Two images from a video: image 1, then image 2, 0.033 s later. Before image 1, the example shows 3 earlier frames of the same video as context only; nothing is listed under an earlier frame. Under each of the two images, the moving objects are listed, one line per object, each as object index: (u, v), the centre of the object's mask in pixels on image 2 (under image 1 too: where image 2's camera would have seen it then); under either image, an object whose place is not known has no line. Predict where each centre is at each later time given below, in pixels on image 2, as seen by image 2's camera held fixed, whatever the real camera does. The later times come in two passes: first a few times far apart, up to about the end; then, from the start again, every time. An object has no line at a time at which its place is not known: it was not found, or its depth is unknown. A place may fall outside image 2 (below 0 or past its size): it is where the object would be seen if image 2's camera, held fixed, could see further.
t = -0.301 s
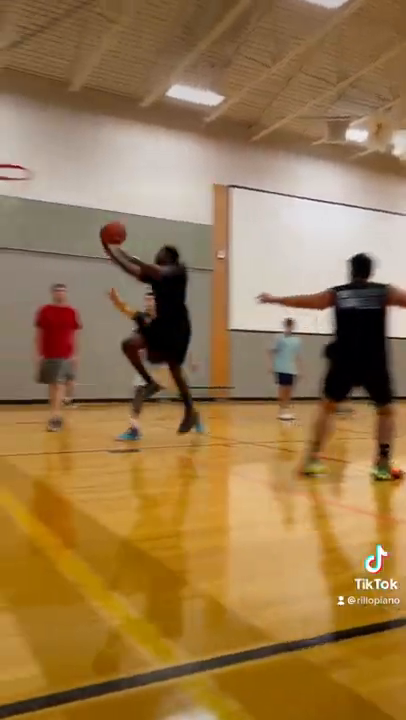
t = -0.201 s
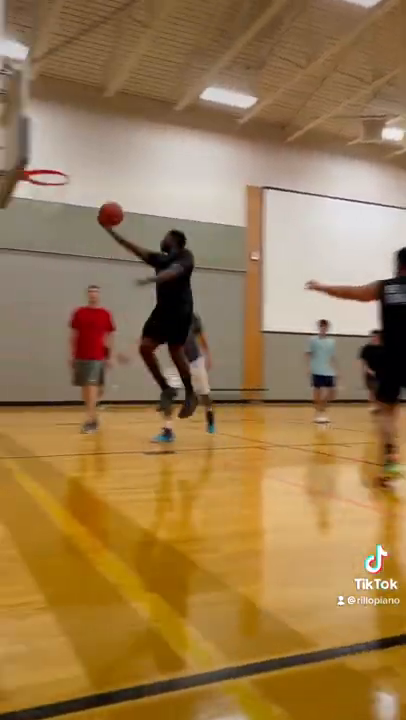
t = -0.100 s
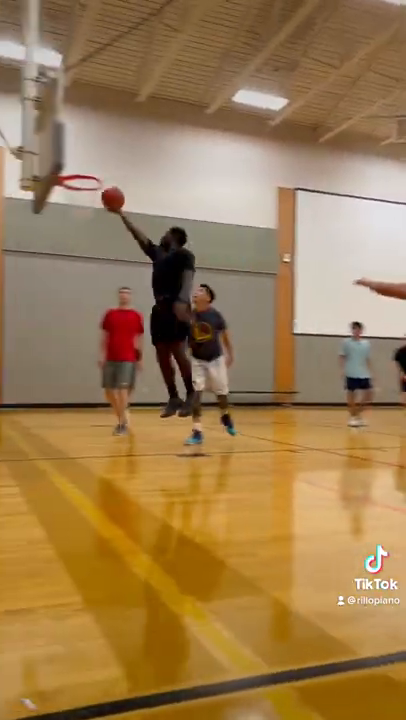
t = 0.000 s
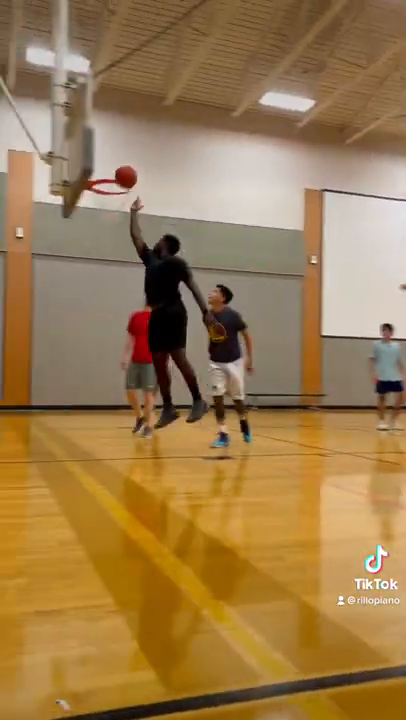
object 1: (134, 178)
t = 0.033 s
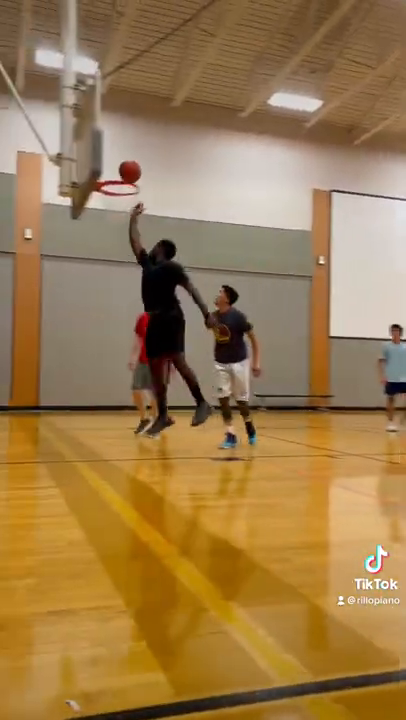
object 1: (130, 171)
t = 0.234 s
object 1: (108, 153)
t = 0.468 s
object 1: (112, 165)
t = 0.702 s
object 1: (127, 187)
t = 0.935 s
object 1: (103, 204)
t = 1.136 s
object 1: (108, 220)
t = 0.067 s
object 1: (126, 165)
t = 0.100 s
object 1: (121, 161)
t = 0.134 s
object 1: (117, 157)
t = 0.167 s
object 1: (113, 155)
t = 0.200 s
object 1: (110, 154)
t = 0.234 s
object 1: (108, 153)
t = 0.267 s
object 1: (106, 153)
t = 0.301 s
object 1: (107, 153)
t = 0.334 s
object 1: (108, 154)
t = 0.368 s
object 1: (109, 155)
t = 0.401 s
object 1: (110, 157)
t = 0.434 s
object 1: (110, 161)
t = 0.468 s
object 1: (112, 165)
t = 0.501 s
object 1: (113, 169)
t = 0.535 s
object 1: (115, 173)
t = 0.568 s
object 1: (117, 181)
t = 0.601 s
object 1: (119, 187)
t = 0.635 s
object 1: (121, 186)
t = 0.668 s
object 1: (124, 186)
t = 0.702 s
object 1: (127, 187)
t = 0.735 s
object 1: (124, 188)
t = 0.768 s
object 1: (119, 191)
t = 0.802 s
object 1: (115, 193)
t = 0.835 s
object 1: (110, 196)
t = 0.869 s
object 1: (107, 199)
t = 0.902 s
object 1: (104, 201)
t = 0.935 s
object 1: (103, 204)
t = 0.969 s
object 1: (102, 205)
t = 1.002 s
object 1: (102, 207)
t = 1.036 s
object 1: (103, 209)
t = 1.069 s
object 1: (104, 212)
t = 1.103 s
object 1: (106, 216)
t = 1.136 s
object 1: (108, 220)
